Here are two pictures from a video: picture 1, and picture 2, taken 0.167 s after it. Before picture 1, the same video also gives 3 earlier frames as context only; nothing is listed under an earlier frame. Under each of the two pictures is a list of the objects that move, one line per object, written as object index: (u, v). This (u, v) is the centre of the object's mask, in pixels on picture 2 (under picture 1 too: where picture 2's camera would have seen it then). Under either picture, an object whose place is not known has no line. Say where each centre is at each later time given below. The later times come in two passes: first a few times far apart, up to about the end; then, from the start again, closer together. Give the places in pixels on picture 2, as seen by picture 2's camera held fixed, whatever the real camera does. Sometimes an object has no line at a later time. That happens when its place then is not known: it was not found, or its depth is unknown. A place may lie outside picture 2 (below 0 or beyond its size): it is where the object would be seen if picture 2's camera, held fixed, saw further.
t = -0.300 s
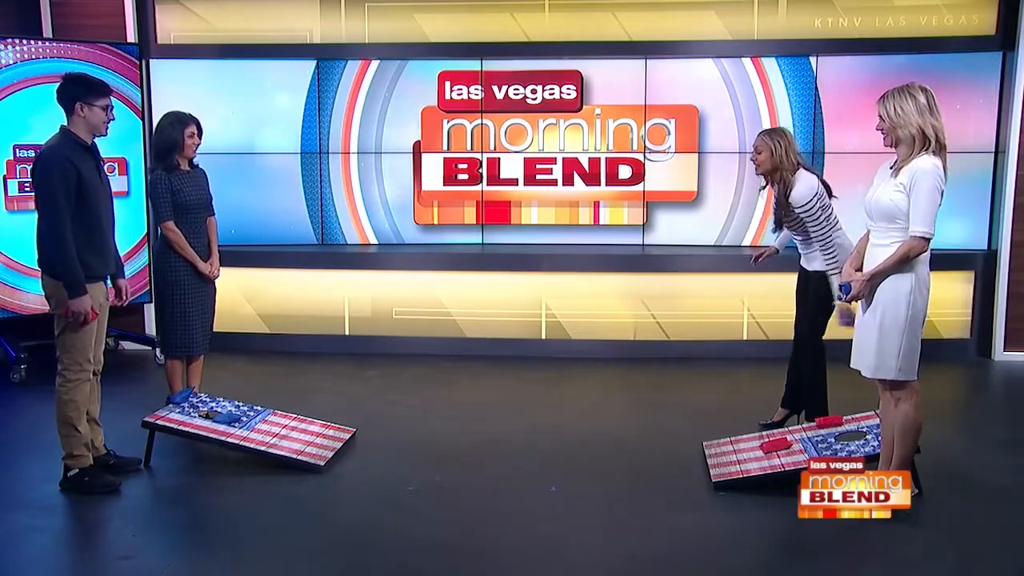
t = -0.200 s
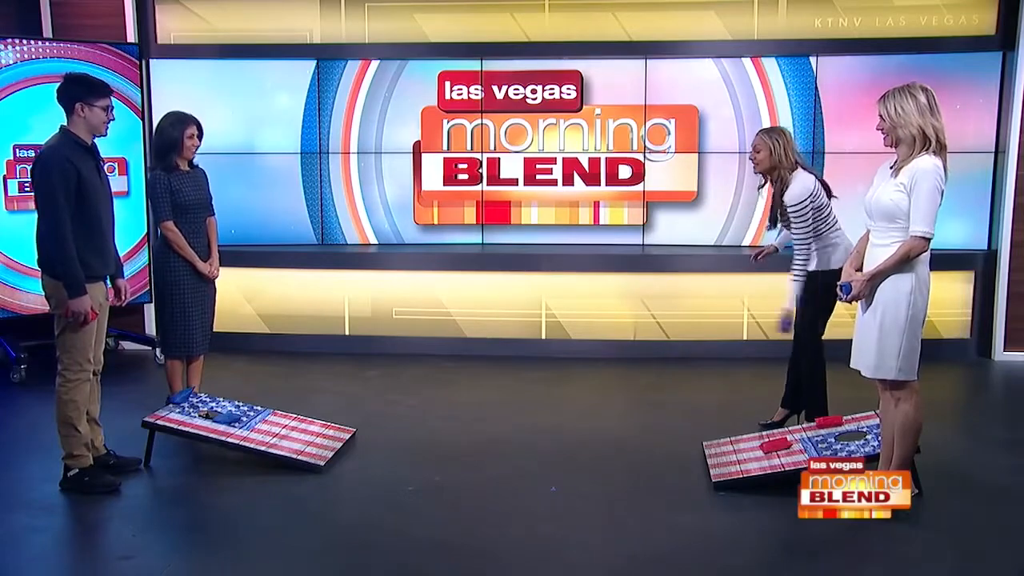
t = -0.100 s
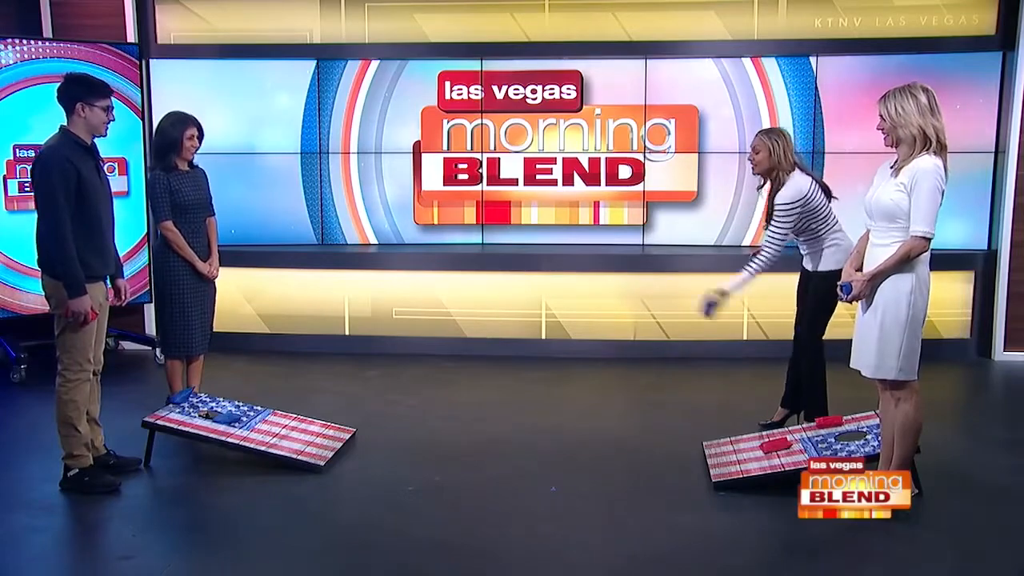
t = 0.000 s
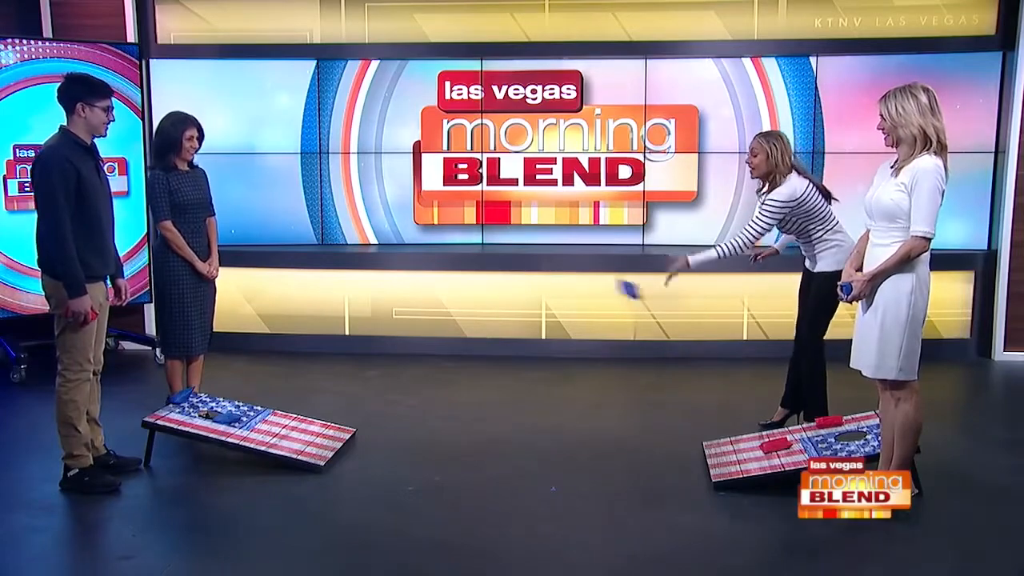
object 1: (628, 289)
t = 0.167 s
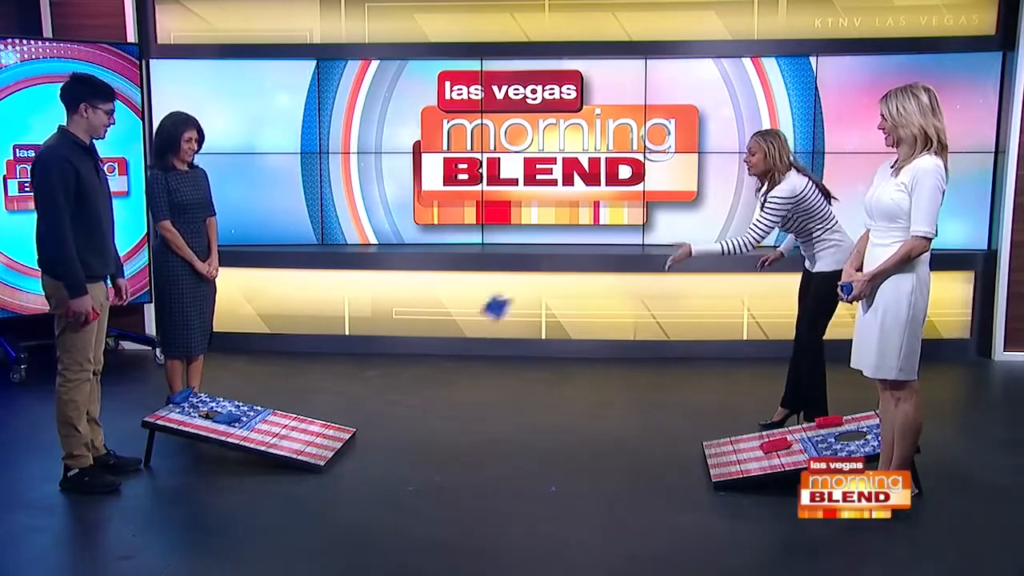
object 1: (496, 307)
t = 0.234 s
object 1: (447, 329)
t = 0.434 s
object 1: (303, 425)
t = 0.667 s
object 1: (251, 410)
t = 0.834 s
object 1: (245, 411)
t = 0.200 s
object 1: (471, 317)
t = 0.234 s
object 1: (447, 329)
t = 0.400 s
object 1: (322, 412)
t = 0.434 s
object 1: (303, 425)
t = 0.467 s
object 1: (292, 419)
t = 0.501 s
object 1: (281, 416)
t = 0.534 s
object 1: (272, 414)
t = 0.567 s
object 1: (266, 412)
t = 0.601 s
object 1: (261, 412)
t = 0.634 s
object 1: (254, 410)
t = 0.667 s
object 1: (251, 410)
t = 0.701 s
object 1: (248, 411)
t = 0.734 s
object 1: (245, 412)
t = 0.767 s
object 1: (245, 412)
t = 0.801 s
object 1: (245, 411)
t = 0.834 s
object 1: (245, 411)
